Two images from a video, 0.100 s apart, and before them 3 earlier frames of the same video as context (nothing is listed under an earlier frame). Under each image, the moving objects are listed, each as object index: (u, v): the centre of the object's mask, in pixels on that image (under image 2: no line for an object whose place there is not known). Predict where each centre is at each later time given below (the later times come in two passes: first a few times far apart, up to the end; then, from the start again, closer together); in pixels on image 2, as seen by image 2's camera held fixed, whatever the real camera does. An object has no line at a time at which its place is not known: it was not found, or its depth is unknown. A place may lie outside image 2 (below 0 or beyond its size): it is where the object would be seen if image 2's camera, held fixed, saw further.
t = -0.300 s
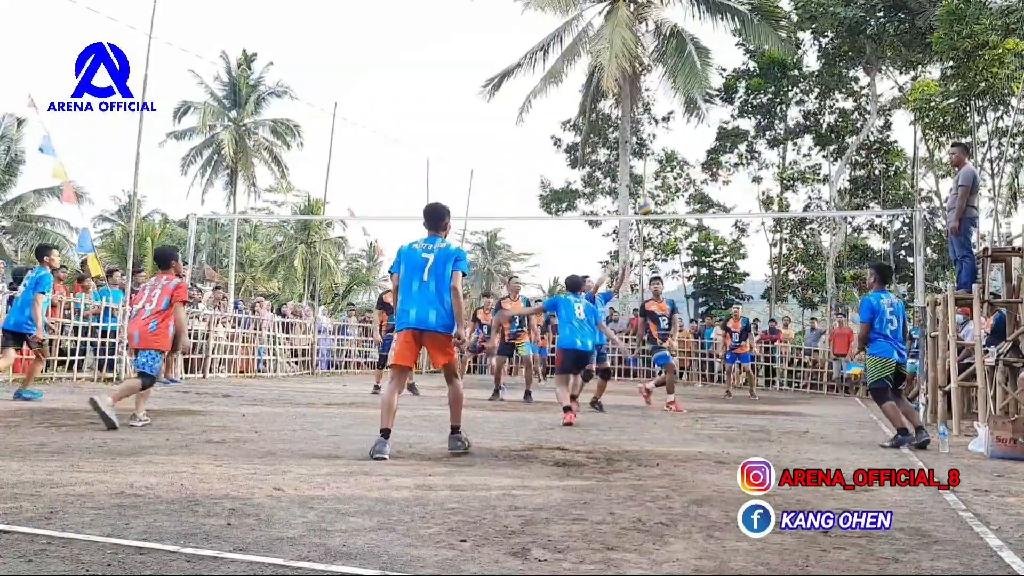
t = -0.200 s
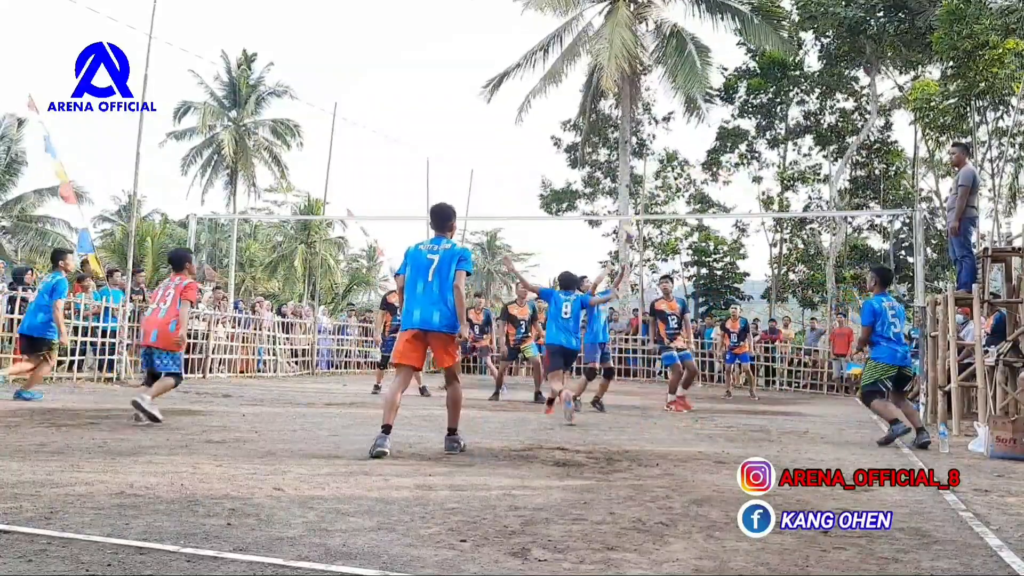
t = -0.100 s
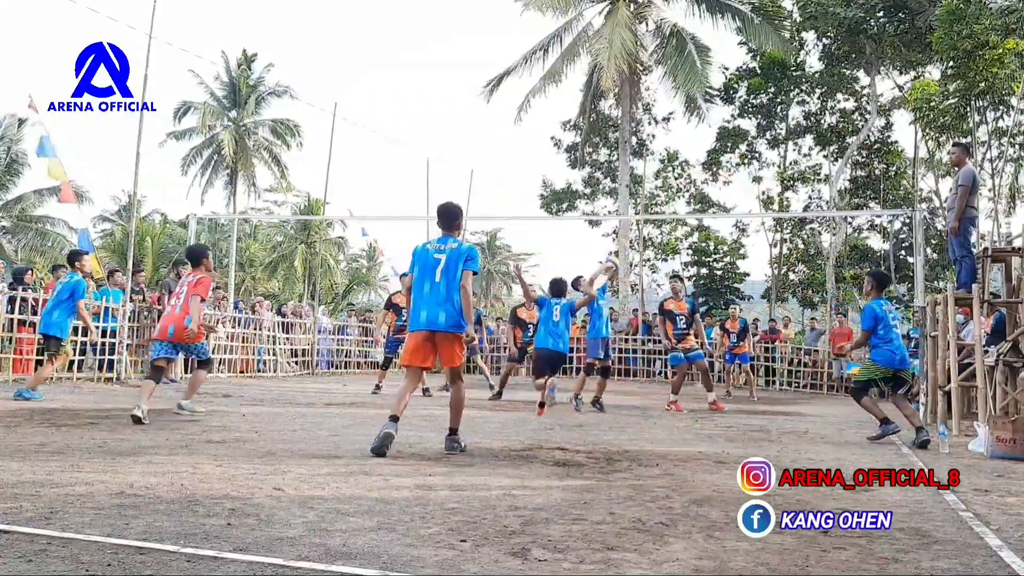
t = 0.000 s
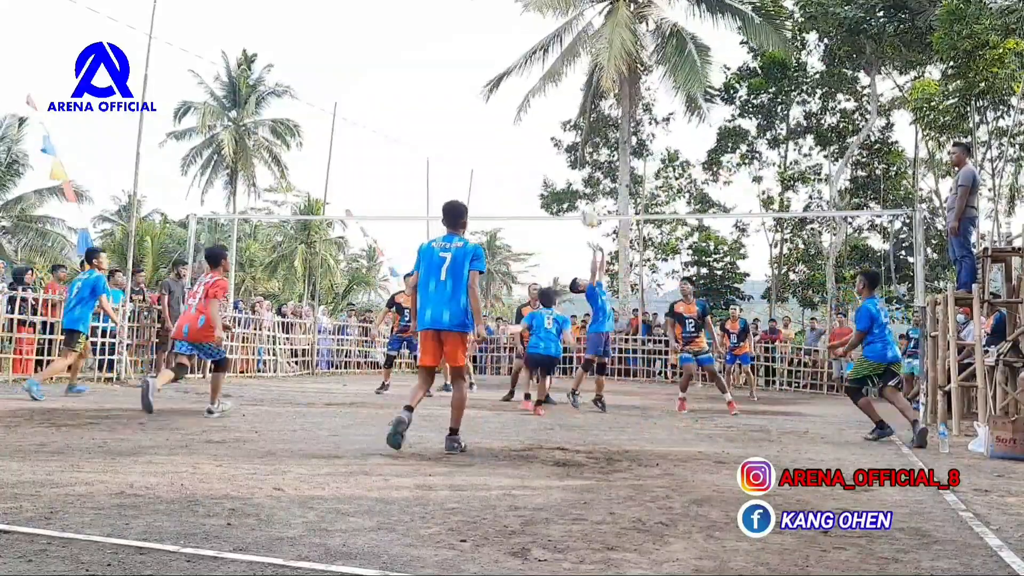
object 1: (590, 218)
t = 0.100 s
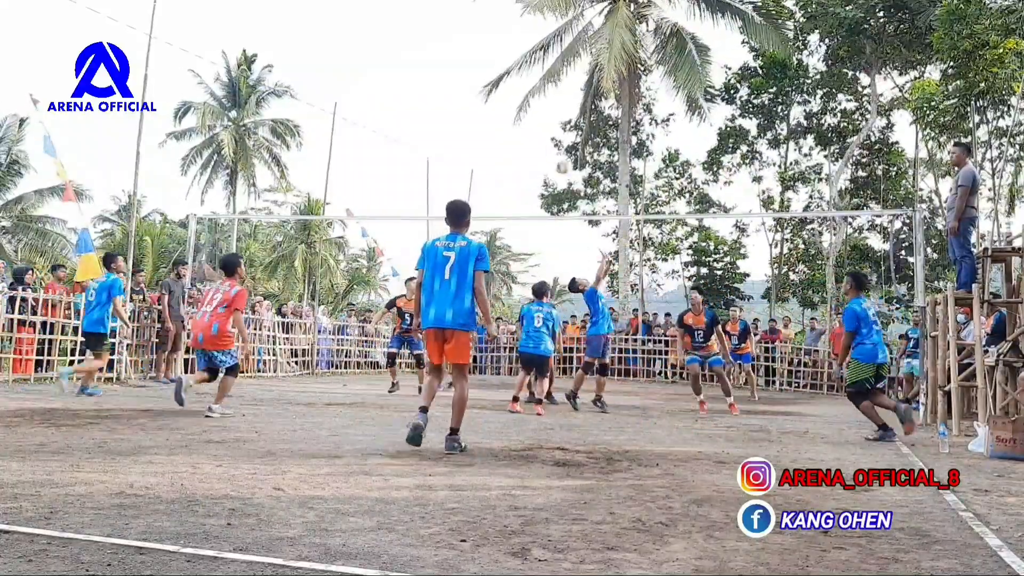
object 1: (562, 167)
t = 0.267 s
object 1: (522, 102)
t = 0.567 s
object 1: (445, 34)
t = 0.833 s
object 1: (377, 35)
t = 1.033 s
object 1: (326, 72)
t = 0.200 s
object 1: (536, 124)
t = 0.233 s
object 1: (526, 110)
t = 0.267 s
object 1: (522, 102)
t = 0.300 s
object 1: (512, 89)
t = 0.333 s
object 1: (502, 79)
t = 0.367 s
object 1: (494, 70)
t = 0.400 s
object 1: (486, 62)
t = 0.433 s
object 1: (477, 55)
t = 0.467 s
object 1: (469, 48)
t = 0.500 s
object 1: (461, 42)
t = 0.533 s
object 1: (453, 38)
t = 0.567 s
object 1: (445, 34)
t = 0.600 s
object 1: (436, 31)
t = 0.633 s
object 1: (427, 29)
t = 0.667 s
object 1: (419, 28)
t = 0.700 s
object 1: (411, 28)
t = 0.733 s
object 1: (402, 28)
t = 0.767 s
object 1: (394, 30)
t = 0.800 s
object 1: (386, 32)
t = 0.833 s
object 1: (377, 35)
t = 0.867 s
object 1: (368, 39)
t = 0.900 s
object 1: (360, 44)
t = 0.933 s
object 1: (352, 50)
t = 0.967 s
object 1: (343, 56)
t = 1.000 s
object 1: (335, 64)
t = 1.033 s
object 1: (326, 72)
